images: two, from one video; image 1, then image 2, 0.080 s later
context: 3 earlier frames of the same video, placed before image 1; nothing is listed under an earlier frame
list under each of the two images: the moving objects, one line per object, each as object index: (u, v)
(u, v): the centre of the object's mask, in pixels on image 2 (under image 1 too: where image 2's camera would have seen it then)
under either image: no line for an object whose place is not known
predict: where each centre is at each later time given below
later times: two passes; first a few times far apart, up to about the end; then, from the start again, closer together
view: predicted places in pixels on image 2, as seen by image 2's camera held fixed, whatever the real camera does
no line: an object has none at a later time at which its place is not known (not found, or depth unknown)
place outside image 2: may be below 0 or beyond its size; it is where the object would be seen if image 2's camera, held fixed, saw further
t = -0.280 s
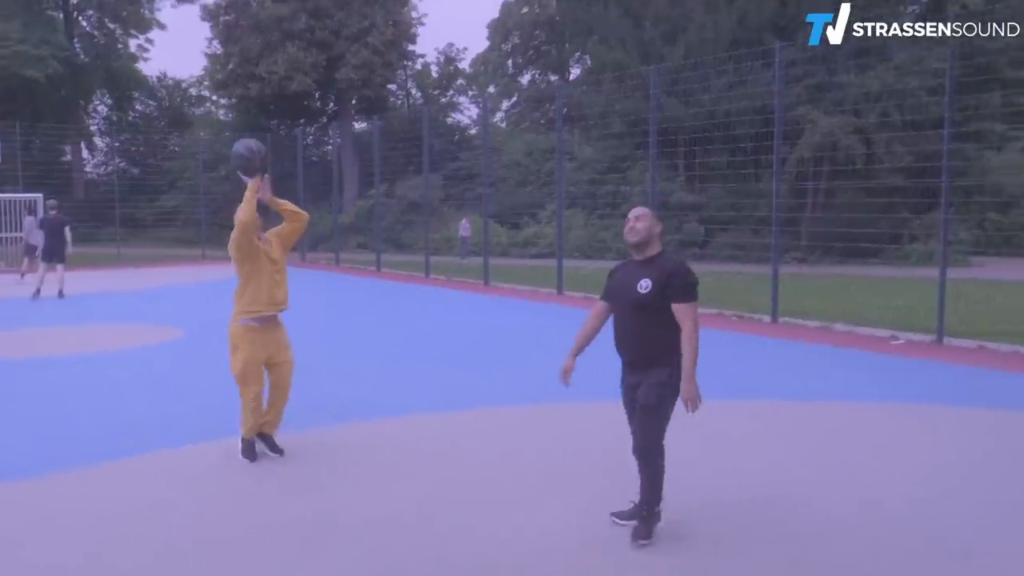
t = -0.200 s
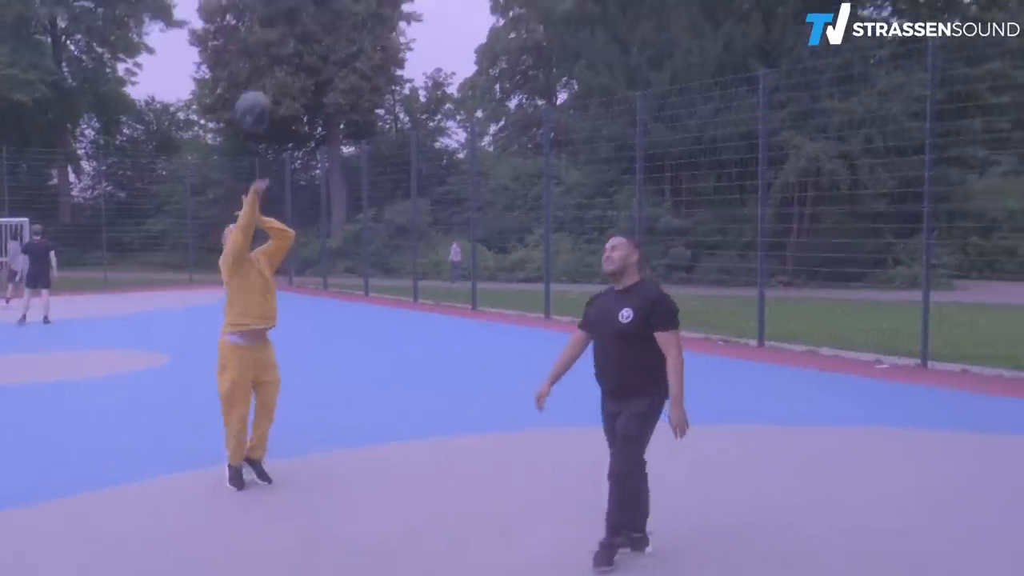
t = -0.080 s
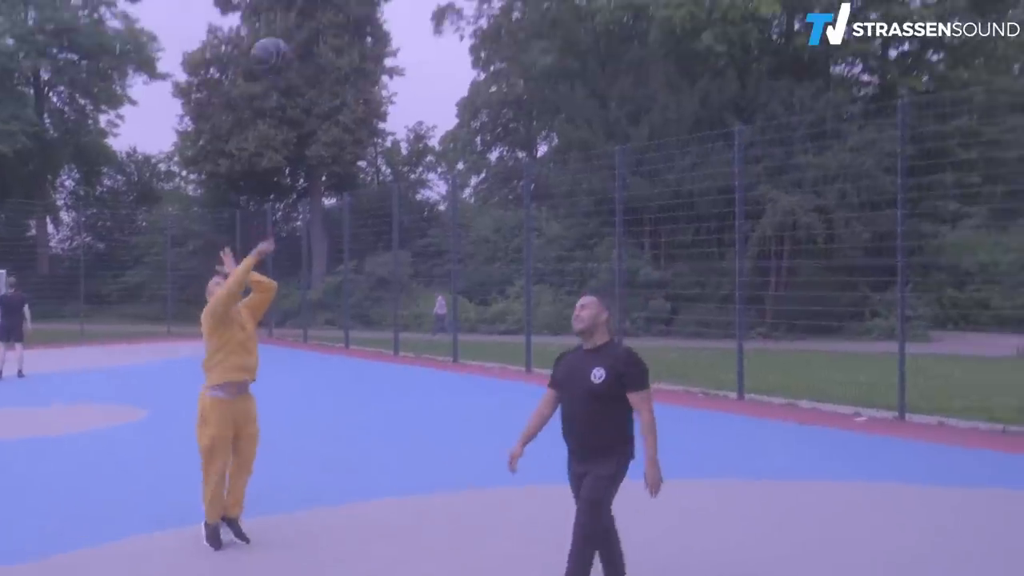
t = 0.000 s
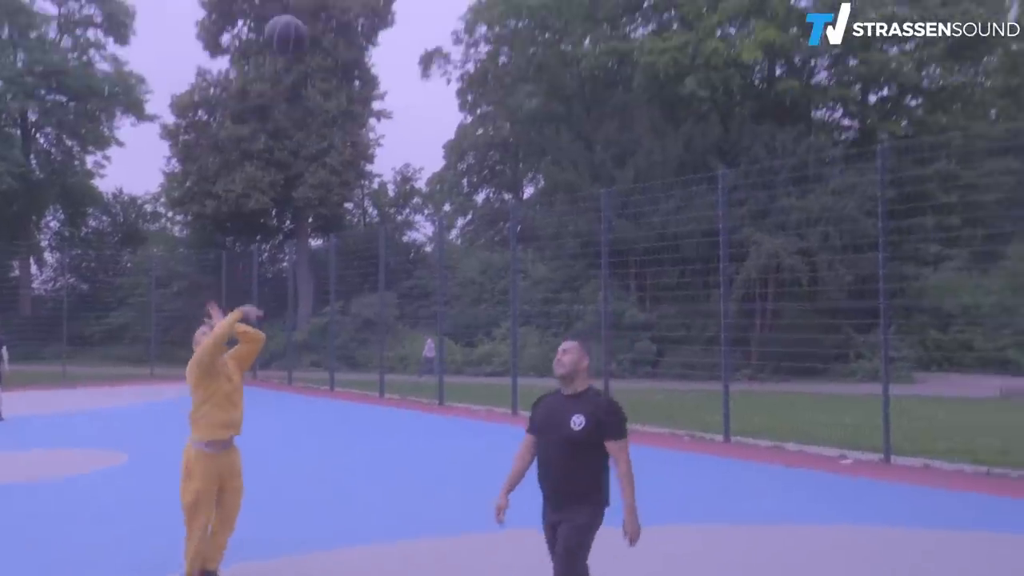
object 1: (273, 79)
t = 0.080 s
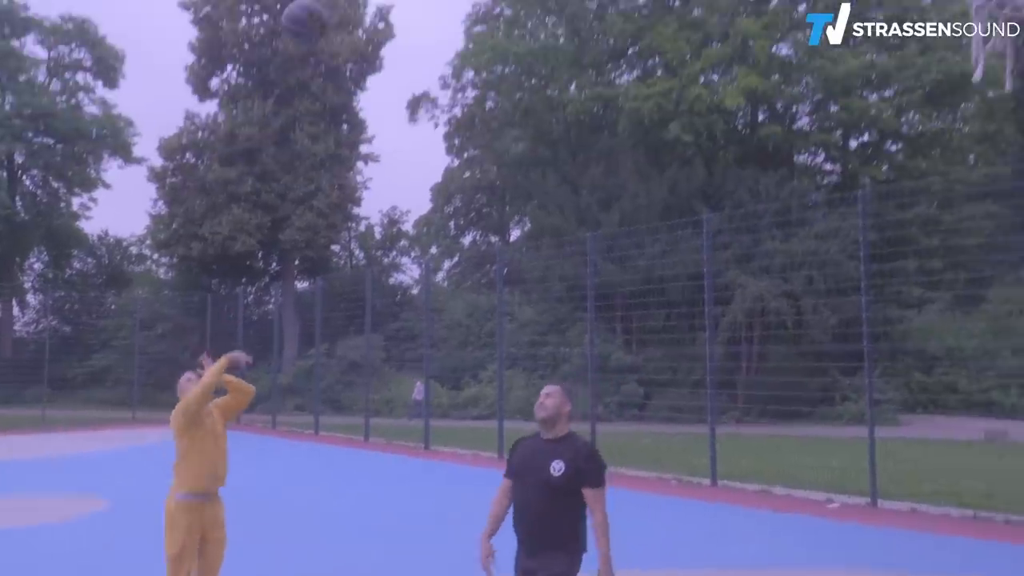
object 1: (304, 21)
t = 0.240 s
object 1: (378, -73)
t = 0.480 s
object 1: (514, -171)
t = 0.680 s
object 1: (681, -186)
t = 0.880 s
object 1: (980, -61)
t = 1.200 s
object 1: (972, 51)
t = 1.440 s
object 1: (910, 283)
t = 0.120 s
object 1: (321, -4)
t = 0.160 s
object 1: (342, -26)
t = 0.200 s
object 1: (359, -51)
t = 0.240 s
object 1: (378, -73)
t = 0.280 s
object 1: (398, -92)
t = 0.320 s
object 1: (420, -111)
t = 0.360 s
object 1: (442, -129)
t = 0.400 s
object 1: (464, -143)
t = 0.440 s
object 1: (489, -158)
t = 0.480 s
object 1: (514, -171)
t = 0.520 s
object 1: (541, -182)
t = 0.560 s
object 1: (570, -189)
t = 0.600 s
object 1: (603, -194)
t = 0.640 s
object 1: (640, -192)
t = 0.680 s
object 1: (681, -186)
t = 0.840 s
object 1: (895, -108)
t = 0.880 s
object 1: (980, -61)
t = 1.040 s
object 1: (1006, -21)
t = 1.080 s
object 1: (1004, -5)
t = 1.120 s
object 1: (999, 14)
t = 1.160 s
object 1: (987, 39)
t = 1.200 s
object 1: (972, 51)
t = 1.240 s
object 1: (960, 67)
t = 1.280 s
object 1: (947, 95)
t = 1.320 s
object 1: (940, 132)
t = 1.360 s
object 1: (930, 174)
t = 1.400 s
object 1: (920, 227)
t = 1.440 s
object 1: (910, 283)
